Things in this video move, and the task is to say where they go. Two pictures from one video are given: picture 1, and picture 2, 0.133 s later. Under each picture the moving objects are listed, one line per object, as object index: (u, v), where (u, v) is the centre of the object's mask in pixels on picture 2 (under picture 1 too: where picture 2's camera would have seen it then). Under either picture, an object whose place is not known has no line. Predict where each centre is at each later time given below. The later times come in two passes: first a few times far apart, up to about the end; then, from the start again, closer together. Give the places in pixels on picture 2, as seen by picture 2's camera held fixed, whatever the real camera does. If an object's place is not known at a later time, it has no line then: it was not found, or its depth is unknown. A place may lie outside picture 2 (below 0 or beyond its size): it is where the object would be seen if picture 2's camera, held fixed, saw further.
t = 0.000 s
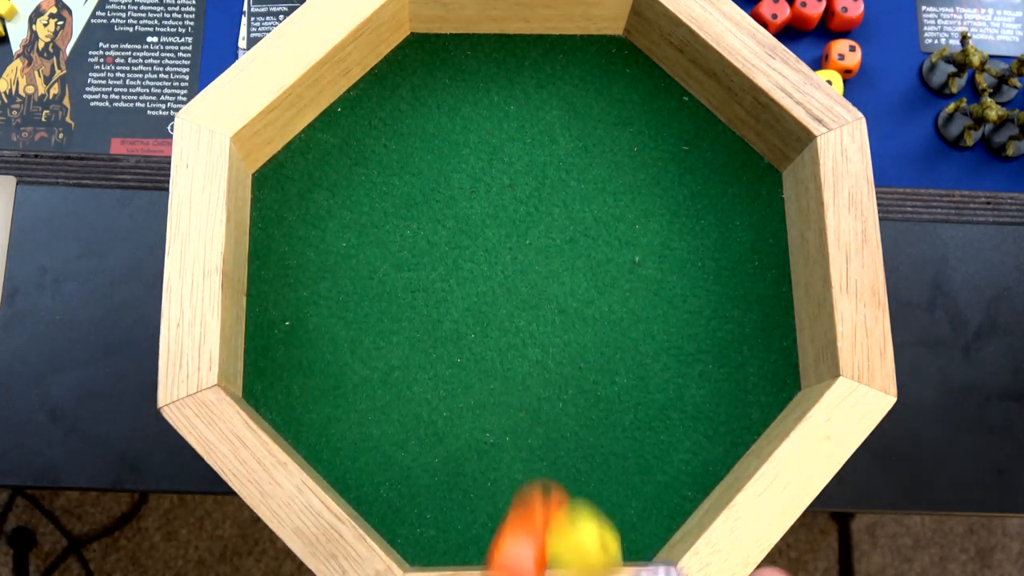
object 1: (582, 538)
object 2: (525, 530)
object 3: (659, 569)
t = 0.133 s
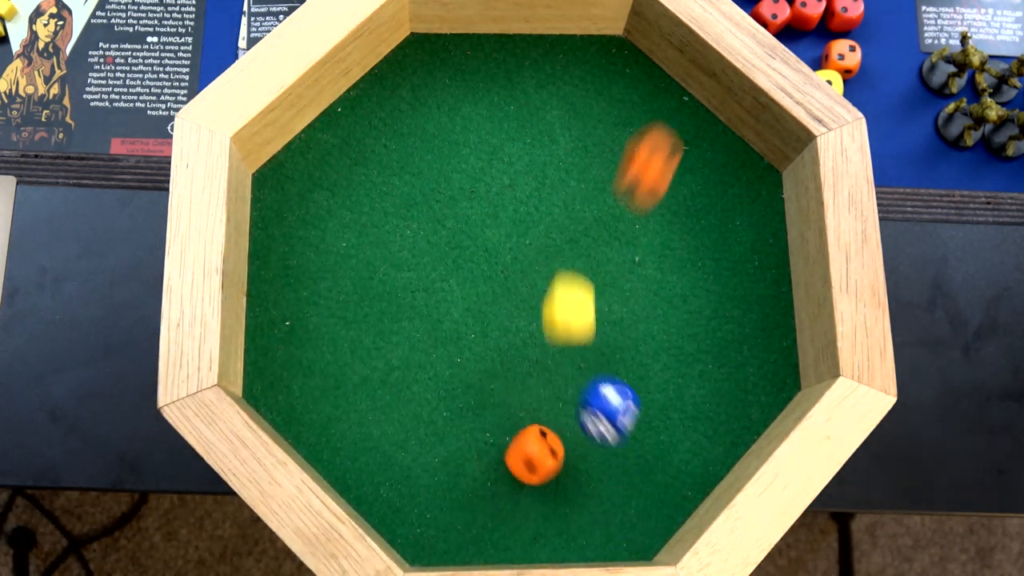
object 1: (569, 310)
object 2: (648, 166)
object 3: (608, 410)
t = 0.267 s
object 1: (514, 144)
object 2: (540, 72)
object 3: (564, 271)
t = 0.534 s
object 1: (295, 207)
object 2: (419, 57)
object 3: (488, 81)
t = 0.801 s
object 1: (303, 307)
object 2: (431, 89)
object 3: (522, 68)
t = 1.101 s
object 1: (303, 307)
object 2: (431, 89)
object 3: (522, 68)
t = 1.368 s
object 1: (303, 307)
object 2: (431, 89)
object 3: (522, 68)
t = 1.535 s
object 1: (303, 307)
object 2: (431, 89)
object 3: (522, 68)
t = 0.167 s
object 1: (563, 247)
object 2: (676, 84)
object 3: (591, 383)
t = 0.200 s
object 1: (554, 190)
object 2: (631, 85)
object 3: (584, 341)
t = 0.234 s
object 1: (542, 153)
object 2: (570, 106)
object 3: (576, 303)
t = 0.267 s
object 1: (514, 144)
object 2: (540, 72)
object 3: (564, 271)
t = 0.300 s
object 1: (482, 136)
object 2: (510, 40)
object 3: (548, 230)
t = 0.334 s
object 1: (456, 131)
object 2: (484, 70)
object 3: (530, 189)
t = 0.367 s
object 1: (430, 127)
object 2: (458, 84)
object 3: (509, 159)
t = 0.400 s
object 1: (393, 135)
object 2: (445, 90)
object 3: (492, 125)
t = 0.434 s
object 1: (353, 140)
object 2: (431, 76)
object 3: (480, 100)
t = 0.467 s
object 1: (317, 148)
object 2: (414, 58)
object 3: (474, 89)
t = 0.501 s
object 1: (296, 173)
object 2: (415, 53)
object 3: (475, 81)
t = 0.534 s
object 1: (295, 207)
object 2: (419, 57)
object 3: (488, 81)
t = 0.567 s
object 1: (292, 236)
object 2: (427, 66)
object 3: (499, 81)
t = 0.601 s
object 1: (292, 264)
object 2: (431, 78)
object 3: (510, 82)
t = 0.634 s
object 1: (295, 287)
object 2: (430, 86)
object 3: (514, 81)
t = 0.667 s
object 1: (297, 300)
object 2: (431, 90)
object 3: (517, 77)
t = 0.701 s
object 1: (300, 306)
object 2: (431, 89)
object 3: (521, 72)
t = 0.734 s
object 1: (303, 307)
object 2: (431, 89)
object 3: (523, 69)
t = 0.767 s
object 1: (303, 307)
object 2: (431, 89)
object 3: (522, 68)
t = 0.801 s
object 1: (303, 307)
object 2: (431, 89)
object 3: (522, 68)
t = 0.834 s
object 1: (303, 307)
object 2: (431, 89)
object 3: (522, 68)
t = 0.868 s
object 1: (303, 307)
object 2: (431, 89)
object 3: (522, 68)
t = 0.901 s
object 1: (303, 307)
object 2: (431, 89)
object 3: (522, 68)
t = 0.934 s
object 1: (303, 307)
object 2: (431, 89)
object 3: (522, 68)
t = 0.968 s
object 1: (303, 307)
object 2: (431, 89)
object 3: (522, 68)
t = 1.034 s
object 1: (303, 307)
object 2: (431, 89)
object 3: (522, 68)
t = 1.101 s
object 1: (303, 307)
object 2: (431, 89)
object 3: (522, 68)
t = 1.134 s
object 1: (303, 307)
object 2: (431, 89)
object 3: (522, 68)
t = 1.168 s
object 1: (303, 307)
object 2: (431, 89)
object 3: (522, 68)
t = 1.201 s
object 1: (303, 307)
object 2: (431, 89)
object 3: (522, 68)
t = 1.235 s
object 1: (303, 307)
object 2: (431, 89)
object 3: (522, 68)
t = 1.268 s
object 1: (303, 307)
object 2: (431, 89)
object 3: (522, 68)
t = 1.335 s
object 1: (303, 307)
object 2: (431, 89)
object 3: (522, 68)
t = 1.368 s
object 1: (303, 307)
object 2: (431, 89)
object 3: (522, 68)
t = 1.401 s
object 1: (303, 307)
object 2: (431, 89)
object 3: (522, 68)
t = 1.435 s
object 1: (303, 307)
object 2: (431, 89)
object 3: (522, 68)
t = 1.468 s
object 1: (303, 307)
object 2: (431, 89)
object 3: (522, 68)
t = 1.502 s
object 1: (303, 307)
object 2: (431, 89)
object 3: (522, 68)
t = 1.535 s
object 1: (303, 307)
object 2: (431, 89)
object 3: (522, 68)
